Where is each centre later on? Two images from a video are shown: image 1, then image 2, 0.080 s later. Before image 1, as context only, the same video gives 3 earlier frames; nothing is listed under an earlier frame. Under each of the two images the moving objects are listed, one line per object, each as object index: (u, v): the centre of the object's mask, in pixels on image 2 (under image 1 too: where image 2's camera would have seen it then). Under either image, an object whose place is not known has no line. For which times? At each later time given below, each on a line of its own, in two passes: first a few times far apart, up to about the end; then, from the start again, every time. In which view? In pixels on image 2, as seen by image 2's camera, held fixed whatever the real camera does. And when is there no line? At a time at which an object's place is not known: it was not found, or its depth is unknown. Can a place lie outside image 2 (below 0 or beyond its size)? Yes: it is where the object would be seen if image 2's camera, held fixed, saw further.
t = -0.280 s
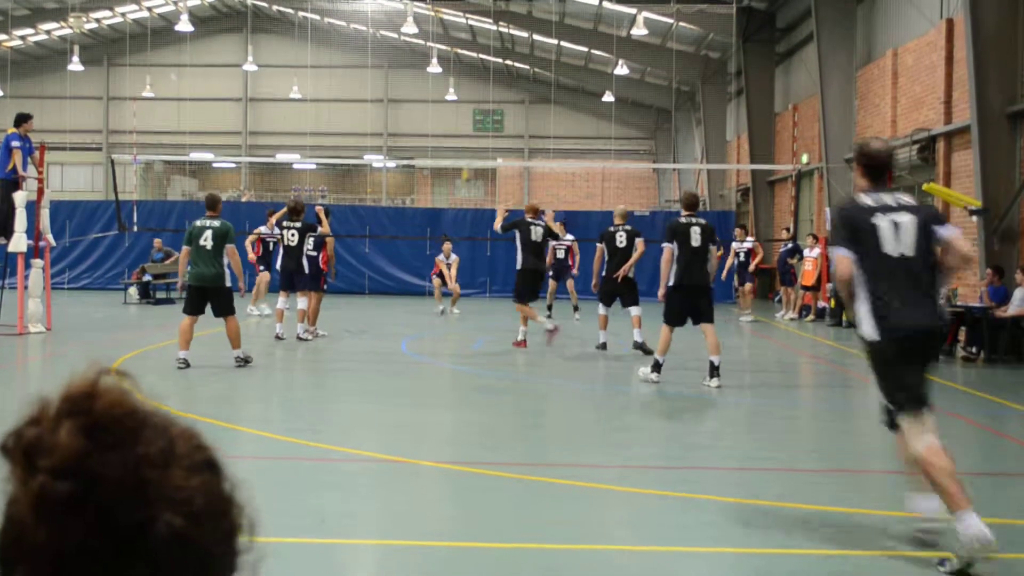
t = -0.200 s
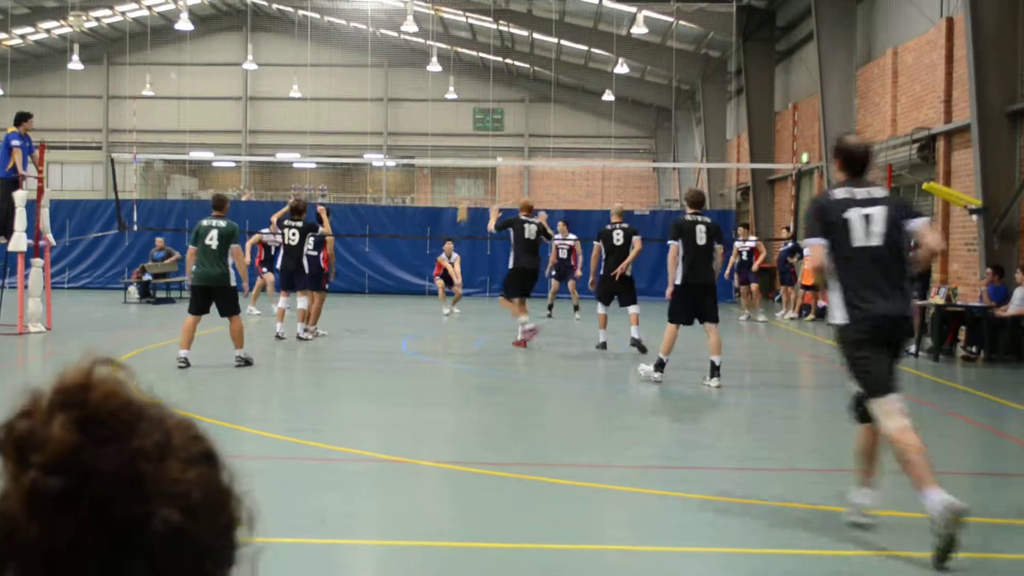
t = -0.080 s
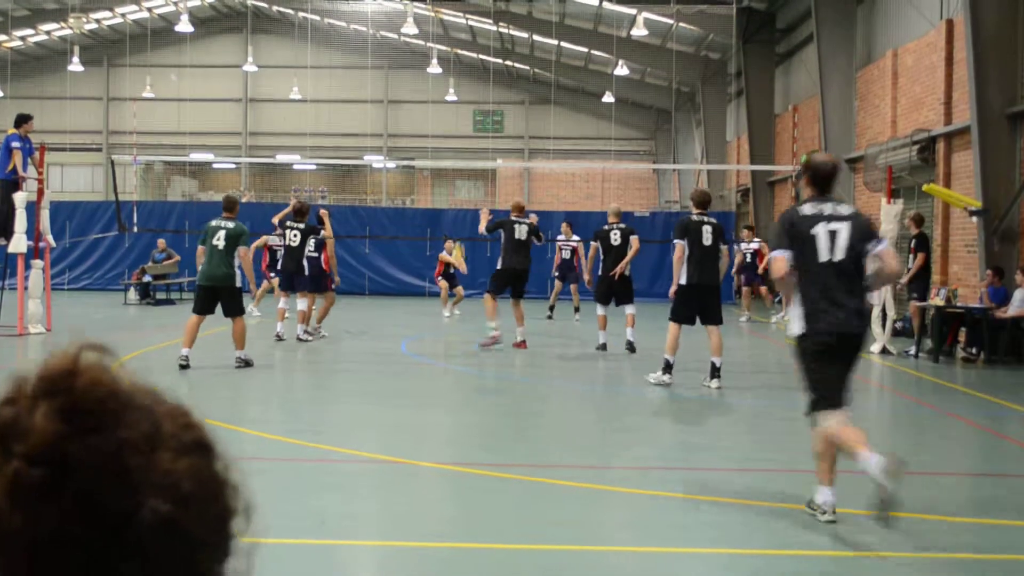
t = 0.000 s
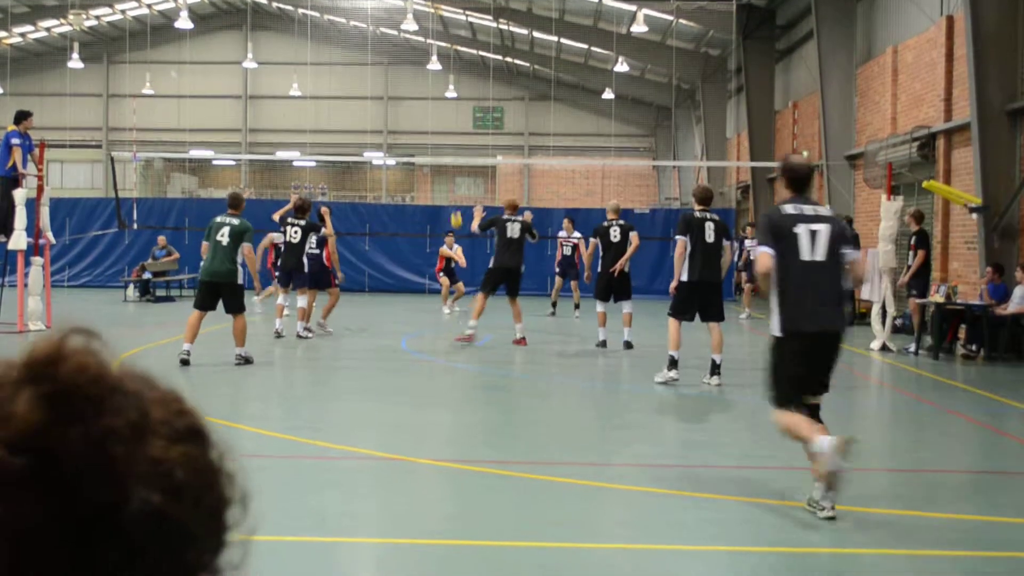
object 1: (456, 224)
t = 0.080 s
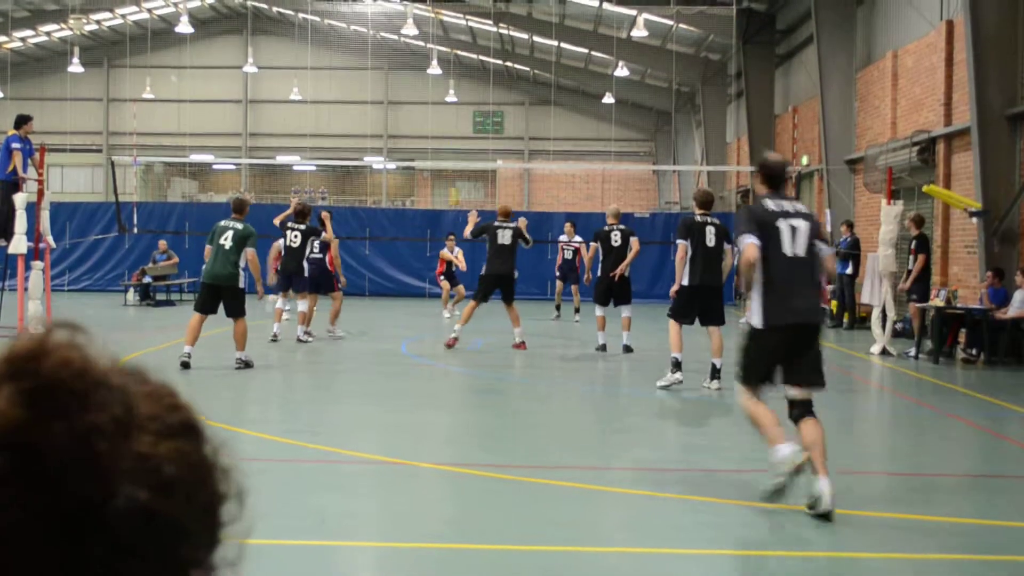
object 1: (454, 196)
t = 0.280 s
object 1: (448, 143)
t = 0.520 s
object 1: (440, 104)
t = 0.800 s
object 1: (429, 104)
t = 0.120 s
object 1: (453, 181)
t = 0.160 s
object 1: (452, 175)
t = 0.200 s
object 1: (450, 162)
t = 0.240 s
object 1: (449, 153)
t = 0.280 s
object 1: (448, 143)
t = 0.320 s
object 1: (447, 134)
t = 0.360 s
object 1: (446, 127)
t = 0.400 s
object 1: (445, 120)
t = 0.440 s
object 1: (443, 114)
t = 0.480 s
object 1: (442, 109)
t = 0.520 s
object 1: (440, 104)
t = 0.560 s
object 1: (438, 101)
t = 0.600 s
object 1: (437, 99)
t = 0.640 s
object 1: (436, 98)
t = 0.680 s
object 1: (434, 97)
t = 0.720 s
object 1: (433, 98)
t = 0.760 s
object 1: (432, 100)
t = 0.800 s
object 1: (429, 104)
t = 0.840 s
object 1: (428, 108)
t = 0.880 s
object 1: (427, 112)
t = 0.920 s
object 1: (424, 119)
